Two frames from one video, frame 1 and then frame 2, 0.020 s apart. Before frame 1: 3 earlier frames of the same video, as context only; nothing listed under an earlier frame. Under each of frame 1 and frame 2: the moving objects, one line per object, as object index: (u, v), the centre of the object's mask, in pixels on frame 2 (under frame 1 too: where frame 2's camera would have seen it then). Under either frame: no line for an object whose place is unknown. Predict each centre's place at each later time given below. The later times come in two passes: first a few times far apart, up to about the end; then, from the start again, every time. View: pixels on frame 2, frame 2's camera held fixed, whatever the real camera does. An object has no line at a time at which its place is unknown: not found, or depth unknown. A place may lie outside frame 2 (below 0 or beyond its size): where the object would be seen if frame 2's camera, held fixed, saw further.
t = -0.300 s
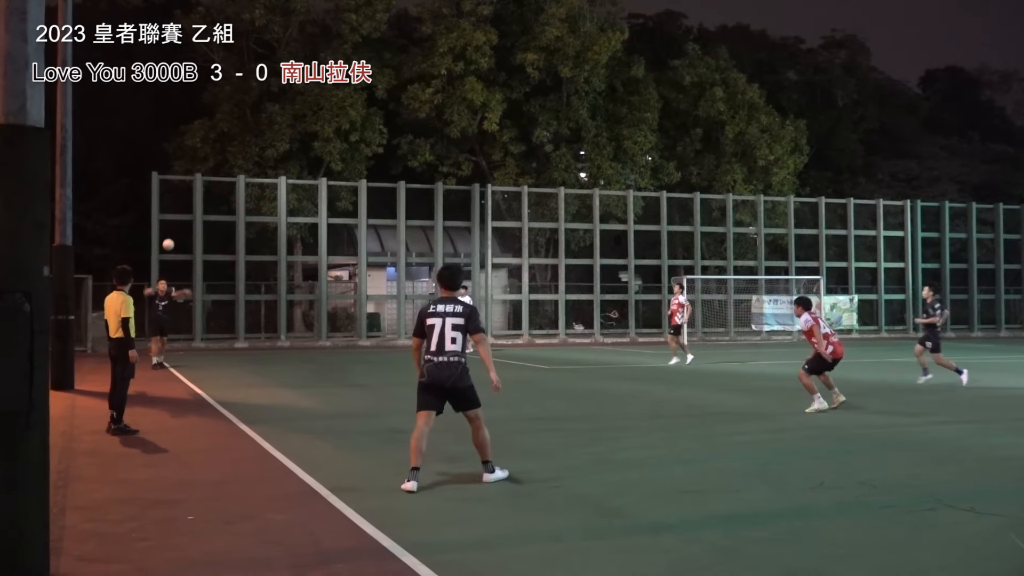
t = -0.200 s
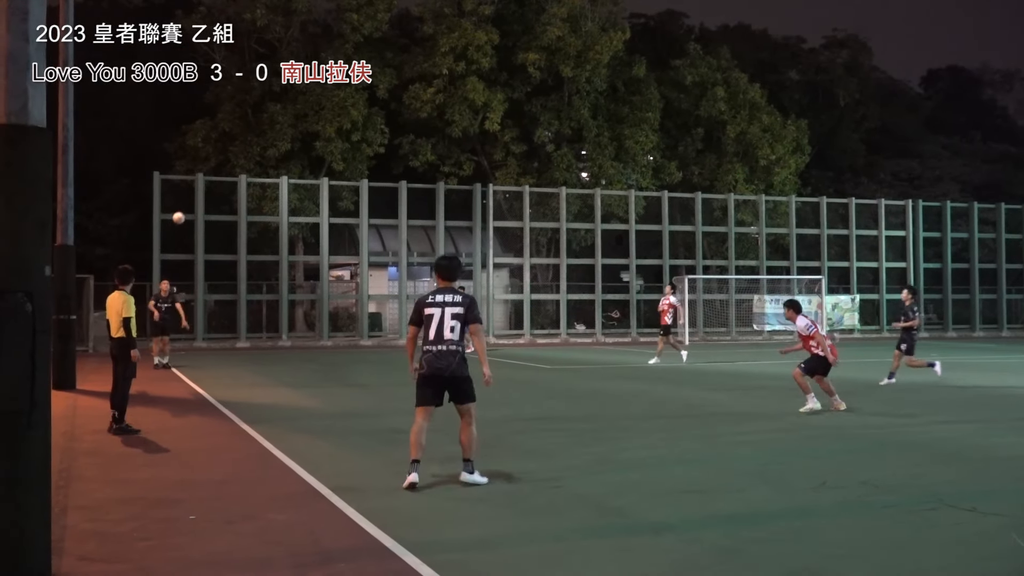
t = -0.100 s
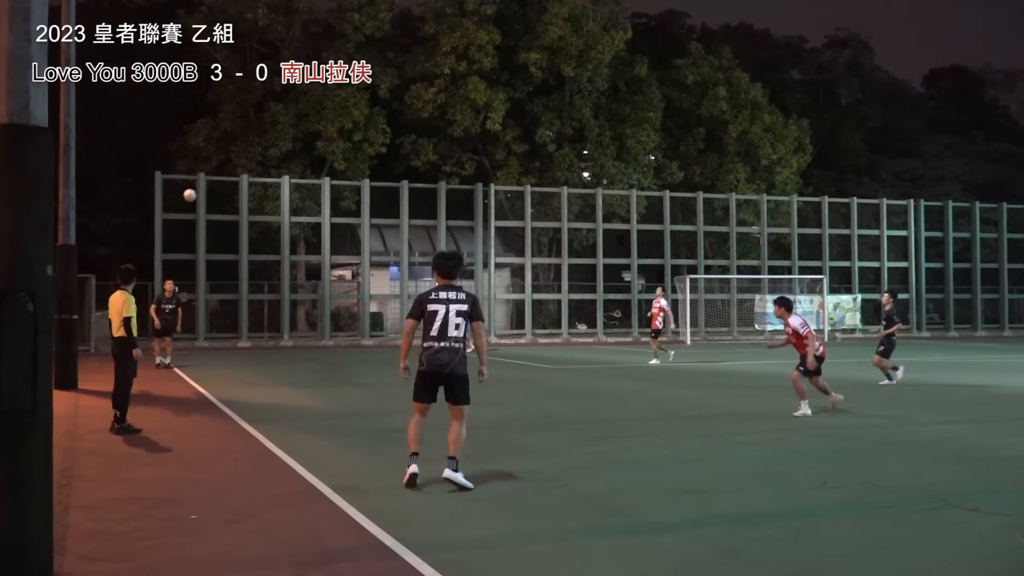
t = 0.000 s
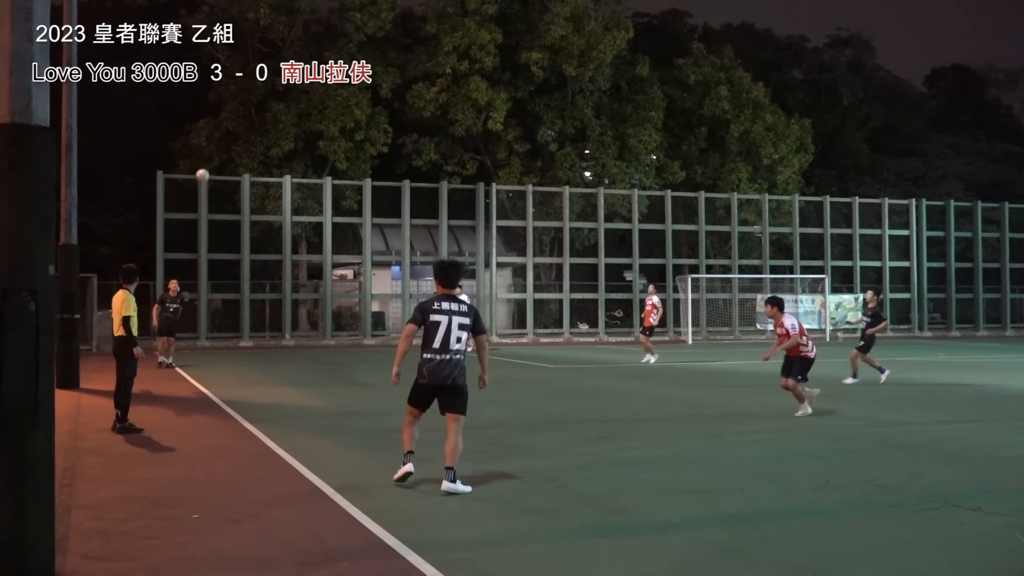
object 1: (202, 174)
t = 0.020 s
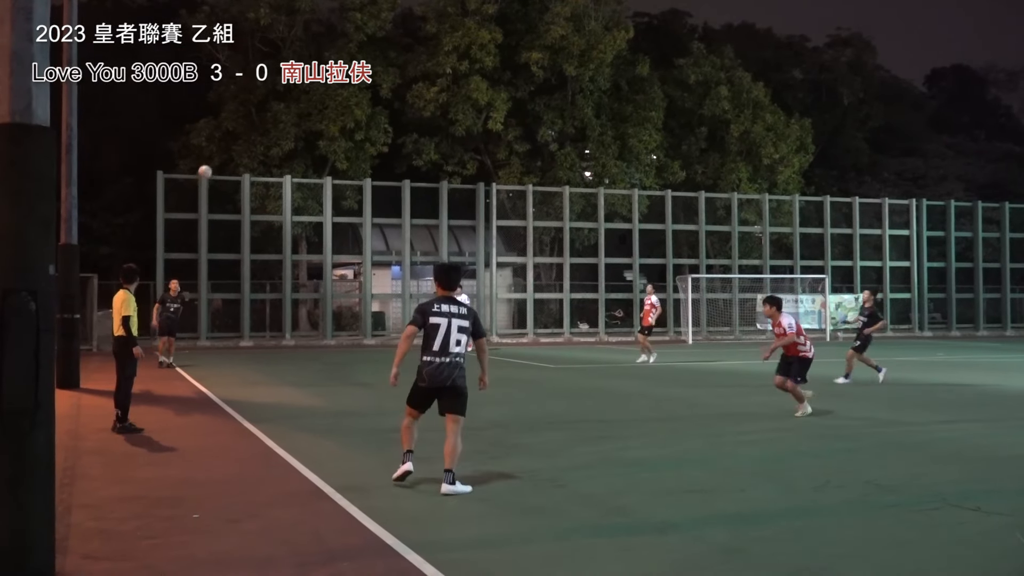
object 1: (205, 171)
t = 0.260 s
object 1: (233, 147)
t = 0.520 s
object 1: (273, 160)
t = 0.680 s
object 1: (305, 202)
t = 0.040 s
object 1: (207, 168)
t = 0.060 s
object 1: (209, 165)
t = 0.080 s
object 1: (212, 162)
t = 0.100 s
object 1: (214, 160)
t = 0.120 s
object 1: (216, 157)
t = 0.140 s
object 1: (219, 155)
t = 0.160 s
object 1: (221, 153)
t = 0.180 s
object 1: (223, 151)
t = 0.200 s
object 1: (226, 150)
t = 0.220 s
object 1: (228, 148)
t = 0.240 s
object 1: (231, 147)
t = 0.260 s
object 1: (233, 147)
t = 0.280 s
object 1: (236, 146)
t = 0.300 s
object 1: (238, 146)
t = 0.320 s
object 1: (241, 146)
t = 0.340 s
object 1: (244, 146)
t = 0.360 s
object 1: (247, 146)
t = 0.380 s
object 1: (250, 147)
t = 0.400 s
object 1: (253, 148)
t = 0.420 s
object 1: (256, 149)
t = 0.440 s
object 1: (260, 151)
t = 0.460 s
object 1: (263, 153)
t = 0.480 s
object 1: (266, 155)
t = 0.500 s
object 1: (270, 157)
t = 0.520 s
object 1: (273, 160)
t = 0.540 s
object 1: (277, 164)
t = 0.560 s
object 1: (281, 167)
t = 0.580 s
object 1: (285, 171)
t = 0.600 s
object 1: (288, 175)
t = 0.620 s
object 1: (292, 182)
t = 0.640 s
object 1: (297, 188)
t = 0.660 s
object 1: (301, 195)
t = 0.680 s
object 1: (305, 202)
